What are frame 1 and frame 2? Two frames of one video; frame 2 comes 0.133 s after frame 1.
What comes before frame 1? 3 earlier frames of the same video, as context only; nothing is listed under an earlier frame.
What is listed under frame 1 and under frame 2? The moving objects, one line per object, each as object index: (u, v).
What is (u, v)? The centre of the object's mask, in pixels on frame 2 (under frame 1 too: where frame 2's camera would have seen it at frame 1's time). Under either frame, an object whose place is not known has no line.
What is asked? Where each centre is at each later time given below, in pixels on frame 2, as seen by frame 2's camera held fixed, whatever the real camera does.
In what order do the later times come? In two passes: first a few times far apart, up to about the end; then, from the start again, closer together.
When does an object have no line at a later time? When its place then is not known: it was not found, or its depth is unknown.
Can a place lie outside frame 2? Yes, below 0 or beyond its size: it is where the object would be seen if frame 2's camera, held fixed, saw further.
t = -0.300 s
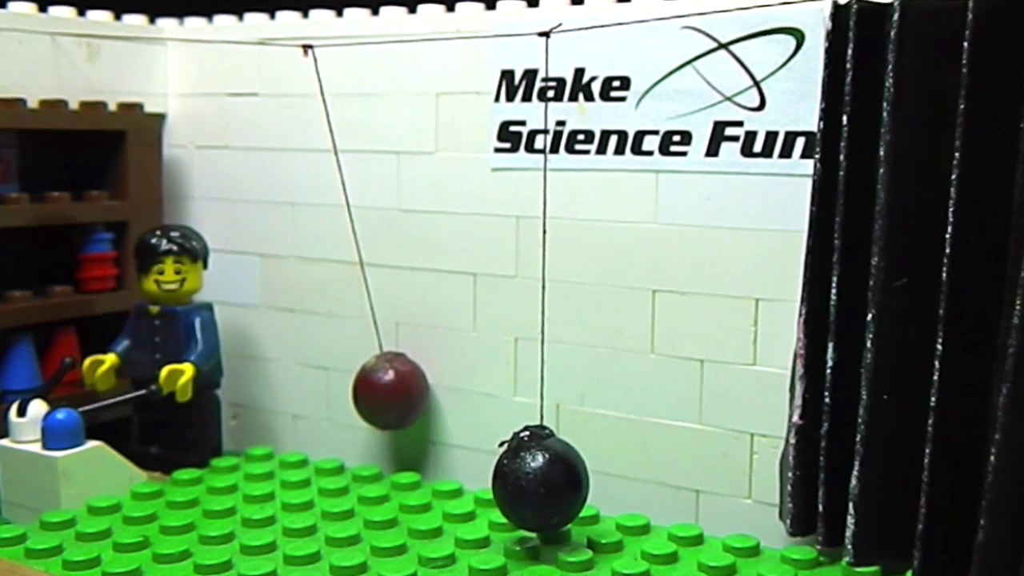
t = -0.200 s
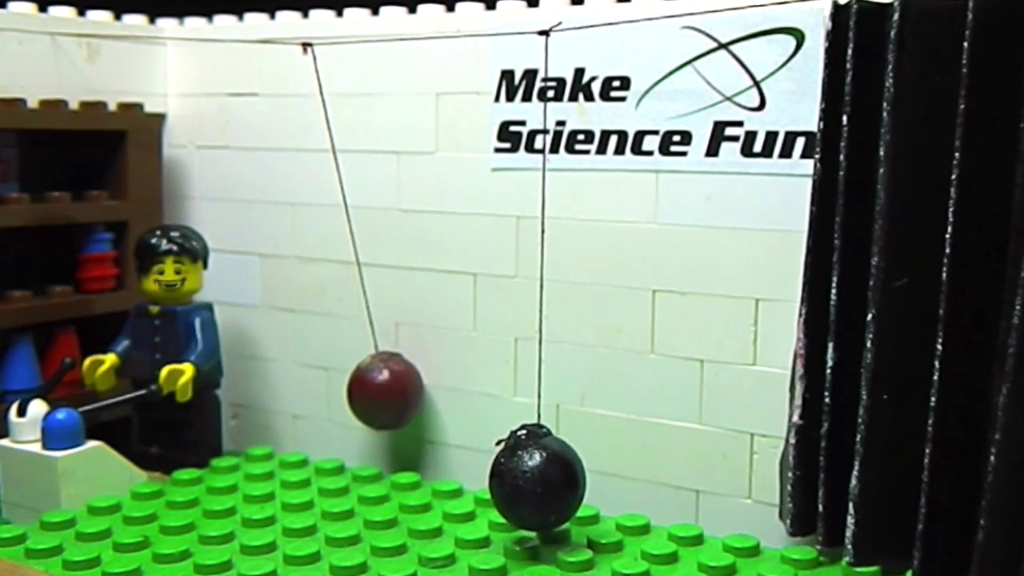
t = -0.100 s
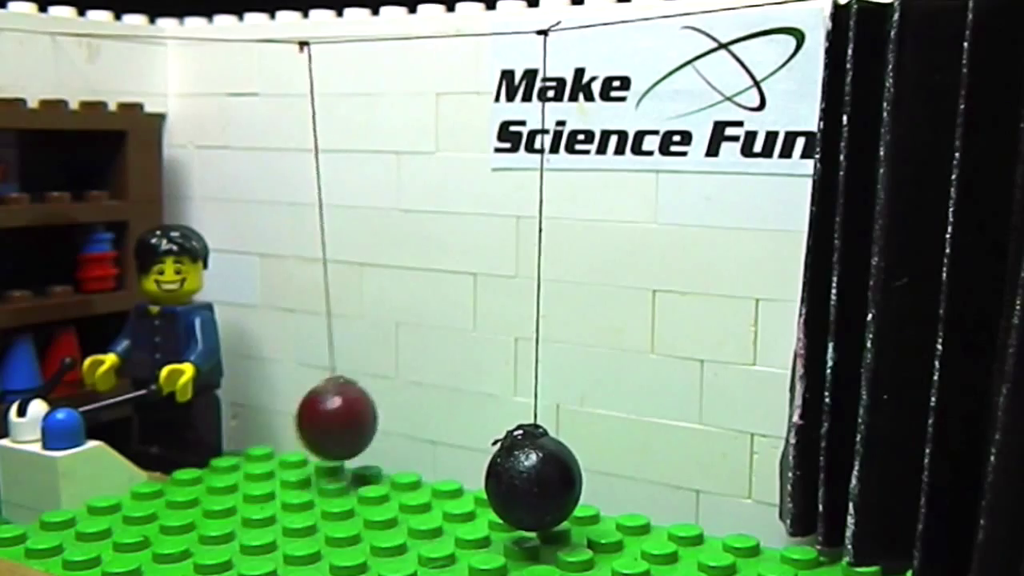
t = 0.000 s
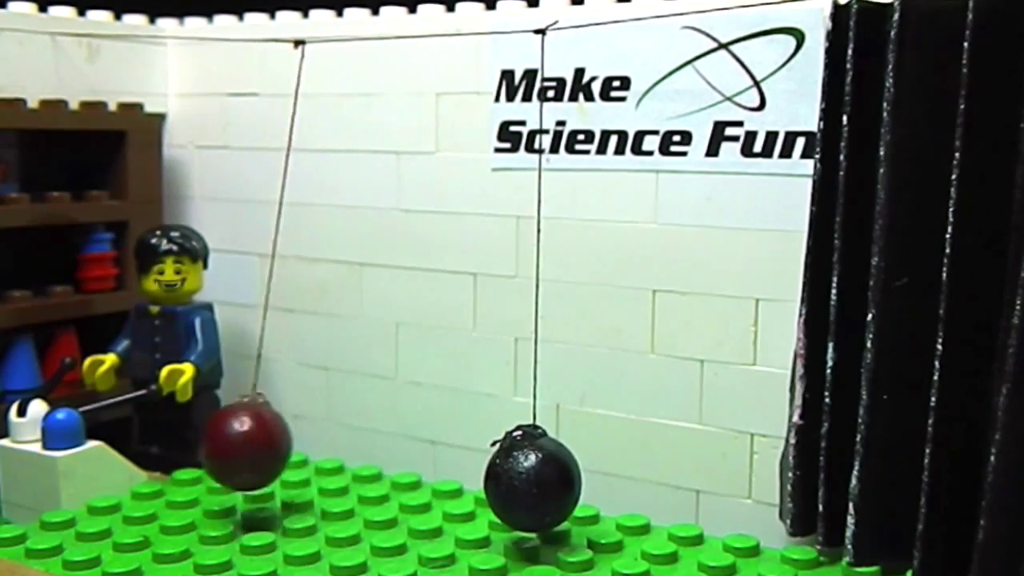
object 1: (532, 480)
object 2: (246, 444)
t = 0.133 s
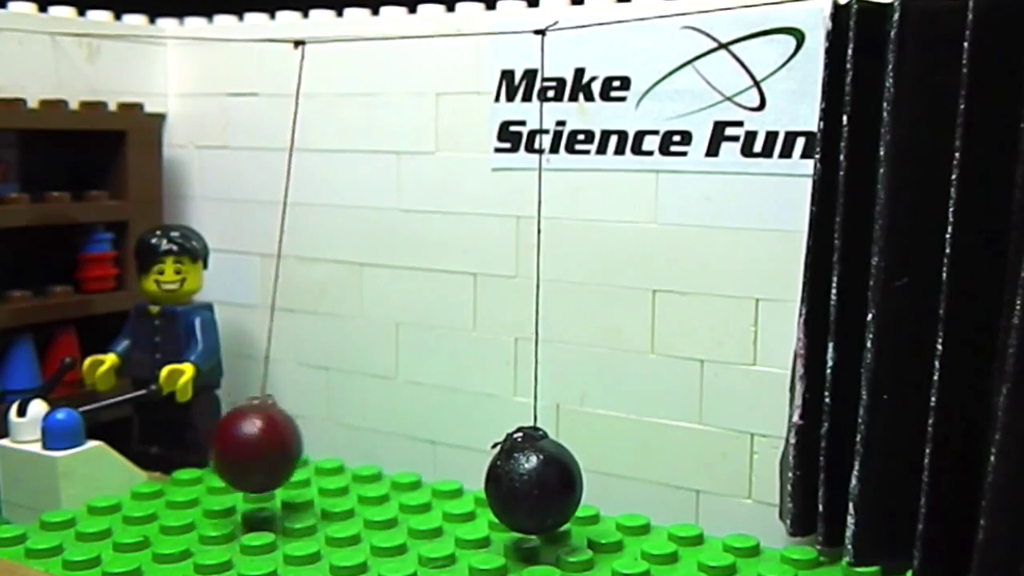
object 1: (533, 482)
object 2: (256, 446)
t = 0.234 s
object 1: (533, 481)
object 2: (346, 421)
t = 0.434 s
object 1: (538, 478)
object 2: (307, 434)
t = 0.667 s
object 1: (527, 484)
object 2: (286, 444)
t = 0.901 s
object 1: (542, 475)
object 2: (336, 420)
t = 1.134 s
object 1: (523, 485)
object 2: (258, 446)
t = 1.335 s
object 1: (539, 475)
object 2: (366, 399)
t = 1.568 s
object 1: (530, 482)
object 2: (230, 443)
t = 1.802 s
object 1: (534, 477)
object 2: (365, 400)
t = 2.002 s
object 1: (546, 475)
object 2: (258, 446)
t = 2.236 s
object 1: (515, 485)
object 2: (335, 420)
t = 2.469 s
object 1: (556, 471)
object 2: (286, 444)
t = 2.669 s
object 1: (502, 489)
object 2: (281, 441)
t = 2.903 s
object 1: (565, 465)
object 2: (340, 425)
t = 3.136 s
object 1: (499, 489)
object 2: (255, 444)
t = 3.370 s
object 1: (565, 464)
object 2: (358, 414)
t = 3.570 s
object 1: (516, 485)
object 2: (233, 443)
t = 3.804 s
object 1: (544, 474)
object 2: (365, 407)
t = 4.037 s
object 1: (531, 481)
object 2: (241, 445)
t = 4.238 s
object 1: (508, 487)
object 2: (333, 422)
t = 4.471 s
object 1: (565, 466)
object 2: (287, 443)
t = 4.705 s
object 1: (491, 490)
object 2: (308, 431)
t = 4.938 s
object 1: (578, 458)
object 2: (315, 437)
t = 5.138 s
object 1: (476, 490)
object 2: (258, 441)
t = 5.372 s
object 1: (584, 453)
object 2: (356, 421)
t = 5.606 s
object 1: (479, 490)
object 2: (243, 442)
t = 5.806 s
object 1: (560, 469)
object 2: (363, 417)
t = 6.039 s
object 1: (517, 485)
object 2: (246, 443)
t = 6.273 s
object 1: (540, 479)
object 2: (352, 422)
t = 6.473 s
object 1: (564, 465)
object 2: (285, 440)
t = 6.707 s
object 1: (489, 491)
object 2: (313, 434)
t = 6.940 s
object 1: (581, 453)
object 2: (307, 436)
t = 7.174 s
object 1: (471, 491)
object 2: (292, 439)
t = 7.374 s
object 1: (594, 443)
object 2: (341, 426)
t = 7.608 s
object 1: (465, 490)
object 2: (262, 441)
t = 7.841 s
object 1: (588, 449)
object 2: (346, 425)
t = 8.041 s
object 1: (503, 488)
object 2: (263, 441)
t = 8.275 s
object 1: (550, 475)
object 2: (338, 430)
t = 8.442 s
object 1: (579, 453)
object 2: (305, 433)
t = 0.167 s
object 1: (533, 482)
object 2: (287, 444)
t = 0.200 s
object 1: (533, 482)
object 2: (319, 435)
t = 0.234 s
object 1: (533, 481)
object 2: (346, 421)
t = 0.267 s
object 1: (534, 480)
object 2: (364, 407)
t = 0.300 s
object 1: (535, 478)
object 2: (371, 398)
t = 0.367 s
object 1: (537, 477)
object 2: (357, 407)
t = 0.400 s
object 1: (537, 477)
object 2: (336, 420)
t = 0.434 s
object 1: (538, 478)
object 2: (307, 434)
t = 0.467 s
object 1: (537, 479)
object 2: (276, 442)
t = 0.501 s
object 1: (536, 478)
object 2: (249, 445)
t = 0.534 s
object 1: (535, 480)
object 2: (231, 444)
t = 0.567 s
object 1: (533, 481)
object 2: (226, 443)
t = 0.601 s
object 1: (530, 482)
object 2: (235, 444)
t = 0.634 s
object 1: (528, 484)
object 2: (257, 446)
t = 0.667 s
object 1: (527, 484)
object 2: (286, 444)
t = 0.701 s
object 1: (527, 484)
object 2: (317, 434)
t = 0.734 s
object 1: (528, 483)
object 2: (343, 421)
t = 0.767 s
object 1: (531, 481)
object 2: (361, 407)
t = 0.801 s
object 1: (534, 478)
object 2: (369, 398)
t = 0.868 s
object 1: (541, 476)
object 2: (356, 407)
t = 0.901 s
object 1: (542, 475)
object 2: (336, 420)
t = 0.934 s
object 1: (543, 475)
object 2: (309, 434)
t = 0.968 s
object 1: (542, 477)
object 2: (279, 443)
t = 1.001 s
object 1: (540, 477)
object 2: (253, 445)
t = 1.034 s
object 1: (536, 479)
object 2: (234, 444)
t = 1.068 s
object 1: (531, 481)
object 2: (228, 443)
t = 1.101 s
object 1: (527, 483)
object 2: (236, 445)
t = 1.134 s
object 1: (523, 485)
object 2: (258, 446)
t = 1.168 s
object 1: (521, 486)
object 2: (285, 443)
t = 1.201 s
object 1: (521, 486)
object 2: (314, 433)
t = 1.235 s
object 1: (523, 484)
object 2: (340, 420)
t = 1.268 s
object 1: (528, 481)
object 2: (357, 407)
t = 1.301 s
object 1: (534, 478)
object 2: (366, 399)
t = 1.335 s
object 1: (539, 475)
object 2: (366, 399)
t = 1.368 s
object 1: (545, 474)
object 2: (355, 408)
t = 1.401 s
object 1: (548, 472)
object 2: (337, 421)
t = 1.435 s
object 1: (549, 473)
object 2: (311, 435)
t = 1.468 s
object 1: (547, 474)
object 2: (282, 443)
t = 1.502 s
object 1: (543, 476)
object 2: (255, 446)
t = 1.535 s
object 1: (537, 478)
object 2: (236, 444)
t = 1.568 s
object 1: (530, 482)
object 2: (230, 443)
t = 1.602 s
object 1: (523, 484)
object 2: (237, 445)
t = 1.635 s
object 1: (517, 486)
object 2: (257, 445)
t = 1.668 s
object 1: (514, 487)
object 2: (284, 442)
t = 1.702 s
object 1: (515, 486)
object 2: (312, 433)
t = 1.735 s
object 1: (519, 484)
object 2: (337, 420)
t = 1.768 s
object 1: (526, 481)
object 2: (355, 407)
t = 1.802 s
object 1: (534, 477)
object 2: (365, 400)
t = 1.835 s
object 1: (542, 474)
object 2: (365, 400)
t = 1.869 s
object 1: (549, 472)
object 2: (356, 409)
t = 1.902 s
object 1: (554, 470)
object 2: (338, 422)
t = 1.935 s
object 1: (555, 470)
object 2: (313, 435)
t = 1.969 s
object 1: (552, 472)
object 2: (284, 444)
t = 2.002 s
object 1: (546, 475)
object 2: (258, 446)
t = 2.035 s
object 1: (537, 479)
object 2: (238, 445)
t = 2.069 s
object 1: (527, 482)
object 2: (231, 445)
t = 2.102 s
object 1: (518, 486)
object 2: (238, 446)
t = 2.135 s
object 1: (511, 487)
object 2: (256, 446)
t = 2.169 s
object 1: (508, 488)
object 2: (282, 442)
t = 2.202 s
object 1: (510, 487)
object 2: (310, 433)
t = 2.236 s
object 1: (515, 485)
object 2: (335, 420)
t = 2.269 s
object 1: (525, 481)
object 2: (354, 408)
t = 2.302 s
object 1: (536, 477)
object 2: (364, 401)
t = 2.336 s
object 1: (546, 472)
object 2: (365, 402)
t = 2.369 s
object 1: (554, 469)
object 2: (356, 411)
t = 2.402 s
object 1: (559, 467)
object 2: (339, 424)
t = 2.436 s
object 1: (560, 467)
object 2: (315, 436)
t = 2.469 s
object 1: (556, 471)
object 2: (286, 444)
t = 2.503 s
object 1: (548, 475)
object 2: (259, 447)
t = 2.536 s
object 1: (537, 479)
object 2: (240, 445)
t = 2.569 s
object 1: (524, 483)
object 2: (232, 445)
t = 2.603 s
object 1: (513, 487)
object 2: (237, 445)
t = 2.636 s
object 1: (505, 488)
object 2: (255, 445)
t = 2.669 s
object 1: (502, 489)
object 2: (281, 441)
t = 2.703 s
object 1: (505, 488)
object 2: (309, 433)
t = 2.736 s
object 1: (513, 485)
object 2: (334, 420)
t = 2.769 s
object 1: (524, 481)
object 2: (353, 409)
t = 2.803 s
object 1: (537, 476)
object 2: (364, 403)
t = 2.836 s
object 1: (550, 471)
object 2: (366, 404)
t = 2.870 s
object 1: (560, 466)
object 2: (357, 413)
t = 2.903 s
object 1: (565, 465)
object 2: (340, 425)
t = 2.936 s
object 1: (565, 465)
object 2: (316, 437)
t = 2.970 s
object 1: (559, 469)
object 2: (287, 444)
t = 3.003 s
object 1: (549, 474)
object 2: (261, 446)
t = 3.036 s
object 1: (535, 480)
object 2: (240, 445)
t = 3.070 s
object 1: (521, 484)
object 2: (232, 444)
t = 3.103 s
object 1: (507, 488)
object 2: (237, 445)
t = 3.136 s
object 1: (499, 489)
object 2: (255, 444)
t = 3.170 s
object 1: (496, 489)
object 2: (279, 440)
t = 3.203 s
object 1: (500, 488)
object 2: (307, 432)
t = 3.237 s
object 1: (510, 486)
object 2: (333, 421)
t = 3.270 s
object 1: (524, 481)
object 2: (353, 410)
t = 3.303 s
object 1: (540, 475)
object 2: (364, 405)
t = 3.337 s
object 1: (554, 469)
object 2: (366, 406)
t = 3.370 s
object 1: (565, 464)
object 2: (358, 414)
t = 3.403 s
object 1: (570, 462)
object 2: (341, 426)
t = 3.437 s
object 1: (569, 463)
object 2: (317, 437)
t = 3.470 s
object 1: (562, 467)
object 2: (288, 443)
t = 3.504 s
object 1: (550, 474)
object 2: (261, 445)
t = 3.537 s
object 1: (534, 480)
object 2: (241, 444)
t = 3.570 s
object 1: (516, 485)
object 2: (233, 443)
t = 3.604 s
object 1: (502, 488)
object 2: (237, 443)
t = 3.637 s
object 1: (492, 490)
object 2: (254, 443)
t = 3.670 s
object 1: (490, 490)
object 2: (279, 439)
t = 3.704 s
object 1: (496, 488)
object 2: (307, 431)
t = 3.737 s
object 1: (509, 486)
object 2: (333, 421)
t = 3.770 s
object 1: (526, 481)
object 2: (353, 412)
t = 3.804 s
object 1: (544, 474)
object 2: (365, 407)
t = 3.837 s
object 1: (560, 467)
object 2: (367, 409)
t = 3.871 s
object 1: (571, 461)
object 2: (359, 416)
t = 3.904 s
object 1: (575, 459)
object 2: (341, 427)
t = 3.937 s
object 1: (573, 461)
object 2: (316, 438)
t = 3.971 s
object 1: (564, 467)
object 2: (288, 444)
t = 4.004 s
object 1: (549, 474)
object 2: (261, 445)
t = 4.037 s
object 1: (531, 481)
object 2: (241, 445)
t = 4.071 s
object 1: (512, 486)
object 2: (233, 444)
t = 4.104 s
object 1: (496, 489)
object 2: (237, 443)
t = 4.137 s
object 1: (486, 490)
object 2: (255, 443)
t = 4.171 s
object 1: (485, 490)
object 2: (279, 439)
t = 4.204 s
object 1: (493, 489)
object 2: (307, 431)
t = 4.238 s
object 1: (508, 487)
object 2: (333, 422)
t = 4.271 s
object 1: (528, 481)
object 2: (353, 414)
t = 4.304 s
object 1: (548, 473)
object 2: (365, 409)
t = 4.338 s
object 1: (564, 465)
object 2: (367, 411)
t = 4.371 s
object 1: (575, 459)
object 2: (358, 418)
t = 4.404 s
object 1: (580, 456)
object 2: (341, 428)
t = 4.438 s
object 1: (576, 459)
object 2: (316, 437)
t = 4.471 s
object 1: (565, 466)
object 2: (287, 443)
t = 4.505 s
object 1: (548, 475)
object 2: (261, 445)
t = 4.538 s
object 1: (528, 482)
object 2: (242, 445)
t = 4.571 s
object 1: (507, 487)
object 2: (234, 443)
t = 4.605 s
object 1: (490, 489)
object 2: (238, 443)
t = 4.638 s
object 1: (480, 491)
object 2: (256, 442)
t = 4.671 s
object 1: (481, 490)
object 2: (280, 438)
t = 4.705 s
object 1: (491, 490)
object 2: (308, 431)
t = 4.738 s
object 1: (508, 487)
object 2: (334, 423)
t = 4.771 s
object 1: (530, 481)
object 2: (353, 415)
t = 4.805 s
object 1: (552, 472)
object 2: (365, 411)
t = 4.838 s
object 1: (569, 463)
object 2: (366, 413)
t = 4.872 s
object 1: (580, 456)
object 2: (358, 420)
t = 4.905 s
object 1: (584, 454)
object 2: (340, 428)
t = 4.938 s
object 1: (578, 458)
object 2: (315, 437)
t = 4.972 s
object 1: (566, 466)
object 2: (287, 442)
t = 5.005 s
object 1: (547, 475)
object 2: (261, 444)
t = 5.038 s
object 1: (524, 483)
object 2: (242, 444)
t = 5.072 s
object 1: (502, 488)
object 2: (235, 443)
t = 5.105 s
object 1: (485, 490)
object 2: (240, 442)
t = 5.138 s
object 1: (476, 490)
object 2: (258, 441)
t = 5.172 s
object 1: (477, 491)
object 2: (282, 438)
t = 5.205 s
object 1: (489, 490)
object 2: (309, 432)
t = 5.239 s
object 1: (509, 487)
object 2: (334, 424)
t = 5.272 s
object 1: (533, 480)
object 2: (353, 418)
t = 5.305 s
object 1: (556, 471)
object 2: (364, 414)
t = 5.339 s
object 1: (574, 460)
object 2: (365, 416)
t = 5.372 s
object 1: (584, 453)
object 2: (356, 421)
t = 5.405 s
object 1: (587, 452)
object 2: (338, 429)
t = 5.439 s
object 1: (580, 456)
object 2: (313, 437)
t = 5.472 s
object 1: (566, 465)
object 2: (286, 442)
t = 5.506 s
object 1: (545, 476)
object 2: (261, 444)
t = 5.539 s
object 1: (520, 484)
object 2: (244, 443)
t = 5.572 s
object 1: (497, 489)
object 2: (237, 443)
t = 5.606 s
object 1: (479, 490)
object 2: (243, 442)
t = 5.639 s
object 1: (471, 490)
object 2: (260, 441)
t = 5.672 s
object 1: (475, 491)
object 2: (284, 438)
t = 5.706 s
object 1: (488, 490)
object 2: (310, 433)
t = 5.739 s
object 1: (511, 487)
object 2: (335, 426)
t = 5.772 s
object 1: (536, 480)
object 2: (353, 420)
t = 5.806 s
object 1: (560, 469)
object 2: (363, 417)
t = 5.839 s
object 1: (578, 458)
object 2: (363, 418)
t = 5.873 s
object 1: (588, 451)
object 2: (353, 423)
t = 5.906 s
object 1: (589, 449)
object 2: (335, 430)
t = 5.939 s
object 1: (581, 455)
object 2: (311, 437)
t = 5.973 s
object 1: (565, 465)
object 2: (285, 441)
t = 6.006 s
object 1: (543, 476)
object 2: (262, 443)
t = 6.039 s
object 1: (517, 485)
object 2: (246, 443)
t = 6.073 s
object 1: (492, 489)
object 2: (241, 442)
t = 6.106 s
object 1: (475, 490)
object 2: (247, 441)
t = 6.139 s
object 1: (468, 490)
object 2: (263, 441)
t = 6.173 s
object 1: (472, 491)
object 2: (286, 438)
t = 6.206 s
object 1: (489, 490)
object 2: (312, 433)
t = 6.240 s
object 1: (513, 487)
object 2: (335, 427)
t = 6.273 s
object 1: (540, 479)
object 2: (352, 422)
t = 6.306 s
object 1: (563, 467)
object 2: (360, 419)
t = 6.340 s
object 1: (581, 456)
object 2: (360, 420)
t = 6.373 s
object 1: (591, 448)
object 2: (350, 424)
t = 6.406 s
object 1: (591, 448)
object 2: (332, 430)
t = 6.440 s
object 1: (582, 454)
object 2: (309, 436)
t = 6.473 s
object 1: (564, 465)
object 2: (285, 440)
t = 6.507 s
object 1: (540, 477)
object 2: (263, 442)
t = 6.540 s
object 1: (513, 486)
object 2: (249, 441)
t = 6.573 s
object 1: (488, 490)
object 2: (245, 441)
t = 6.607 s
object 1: (471, 491)
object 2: (251, 441)
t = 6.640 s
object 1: (465, 490)
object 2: (267, 440)
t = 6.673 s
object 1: (471, 491)
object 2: (289, 438)
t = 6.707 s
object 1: (489, 491)
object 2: (313, 434)
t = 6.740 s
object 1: (515, 487)
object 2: (334, 429)
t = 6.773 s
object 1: (543, 478)
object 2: (350, 424)
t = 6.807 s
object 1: (567, 465)
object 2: (357, 422)
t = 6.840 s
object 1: (584, 453)
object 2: (356, 422)
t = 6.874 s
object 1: (593, 446)
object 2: (346, 425)
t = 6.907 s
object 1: (592, 446)
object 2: (329, 431)
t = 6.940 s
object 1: (581, 453)
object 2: (307, 436)
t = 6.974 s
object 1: (563, 465)
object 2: (285, 439)
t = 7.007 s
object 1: (537, 478)
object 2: (265, 441)
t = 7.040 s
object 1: (509, 486)
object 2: (253, 441)
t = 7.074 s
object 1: (484, 490)
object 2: (250, 441)
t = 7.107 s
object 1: (467, 491)
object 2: (256, 441)
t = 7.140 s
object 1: (463, 490)
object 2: (271, 441)
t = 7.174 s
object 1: (471, 491)
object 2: (292, 439)
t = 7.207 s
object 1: (491, 491)
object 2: (314, 436)
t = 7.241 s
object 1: (518, 487)
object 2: (333, 431)
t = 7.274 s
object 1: (545, 477)
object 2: (346, 426)
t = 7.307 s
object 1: (570, 464)
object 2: (353, 424)
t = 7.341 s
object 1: (587, 451)
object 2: (351, 424)
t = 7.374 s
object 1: (594, 443)
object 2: (341, 426)
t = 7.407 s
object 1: (592, 444)
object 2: (325, 431)
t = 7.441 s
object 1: (581, 453)
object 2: (305, 435)
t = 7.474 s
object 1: (561, 466)
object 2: (285, 438)
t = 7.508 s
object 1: (534, 479)
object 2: (268, 441)
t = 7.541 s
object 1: (506, 487)
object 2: (258, 441)
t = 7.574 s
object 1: (481, 490)
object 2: (256, 441)
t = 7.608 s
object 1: (465, 490)
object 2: (262, 441)
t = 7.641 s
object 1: (462, 490)
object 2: (276, 441)
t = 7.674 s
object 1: (471, 491)
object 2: (294, 439)
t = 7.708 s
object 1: (492, 491)
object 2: (313, 437)
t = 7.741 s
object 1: (520, 487)
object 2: (331, 432)
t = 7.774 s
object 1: (548, 475)
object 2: (343, 428)
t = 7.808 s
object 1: (572, 462)
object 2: (348, 425)
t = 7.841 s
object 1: (588, 449)
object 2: (346, 425)
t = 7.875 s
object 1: (595, 441)
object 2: (337, 426)
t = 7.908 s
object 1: (592, 443)
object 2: (322, 430)
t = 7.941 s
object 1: (580, 453)
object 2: (305, 434)
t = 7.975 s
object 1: (559, 466)
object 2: (287, 437)
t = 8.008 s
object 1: (532, 480)
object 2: (272, 439)
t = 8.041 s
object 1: (503, 488)
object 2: (263, 441)
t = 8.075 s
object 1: (478, 491)
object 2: (262, 441)
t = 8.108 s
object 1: (463, 490)
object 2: (268, 441)
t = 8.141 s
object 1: (461, 490)
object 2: (280, 441)
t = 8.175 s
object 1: (472, 491)
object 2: (296, 439)
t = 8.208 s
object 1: (494, 491)
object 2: (313, 437)
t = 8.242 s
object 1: (522, 486)
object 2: (328, 433)
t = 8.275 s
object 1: (550, 475)
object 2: (338, 430)
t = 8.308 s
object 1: (574, 460)
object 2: (342, 427)
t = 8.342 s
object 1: (590, 447)
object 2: (340, 425)
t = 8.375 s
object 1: (596, 440)
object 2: (332, 426)
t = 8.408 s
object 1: (592, 442)
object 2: (320, 429)
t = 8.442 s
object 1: (579, 453)
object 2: (305, 433)
